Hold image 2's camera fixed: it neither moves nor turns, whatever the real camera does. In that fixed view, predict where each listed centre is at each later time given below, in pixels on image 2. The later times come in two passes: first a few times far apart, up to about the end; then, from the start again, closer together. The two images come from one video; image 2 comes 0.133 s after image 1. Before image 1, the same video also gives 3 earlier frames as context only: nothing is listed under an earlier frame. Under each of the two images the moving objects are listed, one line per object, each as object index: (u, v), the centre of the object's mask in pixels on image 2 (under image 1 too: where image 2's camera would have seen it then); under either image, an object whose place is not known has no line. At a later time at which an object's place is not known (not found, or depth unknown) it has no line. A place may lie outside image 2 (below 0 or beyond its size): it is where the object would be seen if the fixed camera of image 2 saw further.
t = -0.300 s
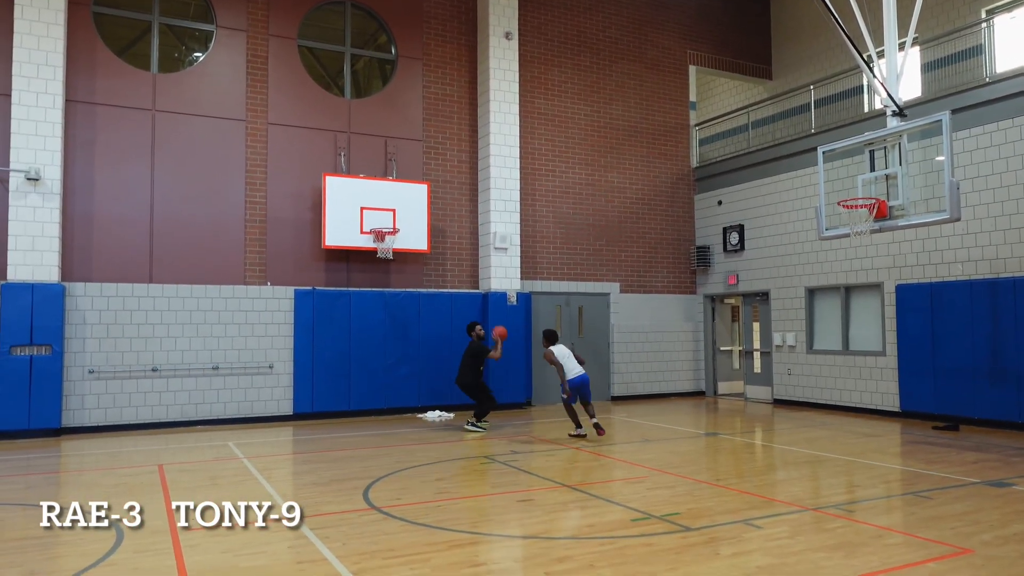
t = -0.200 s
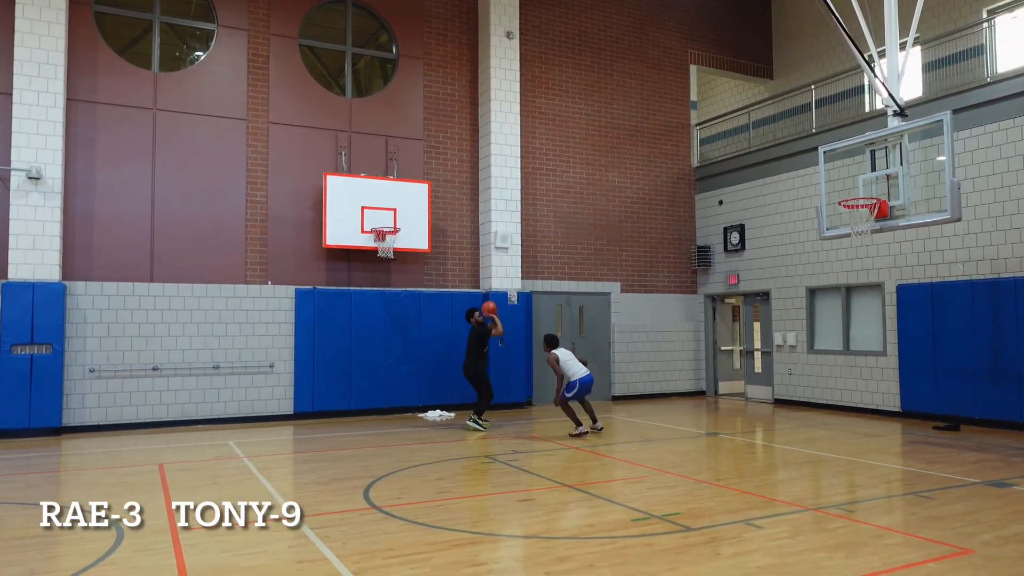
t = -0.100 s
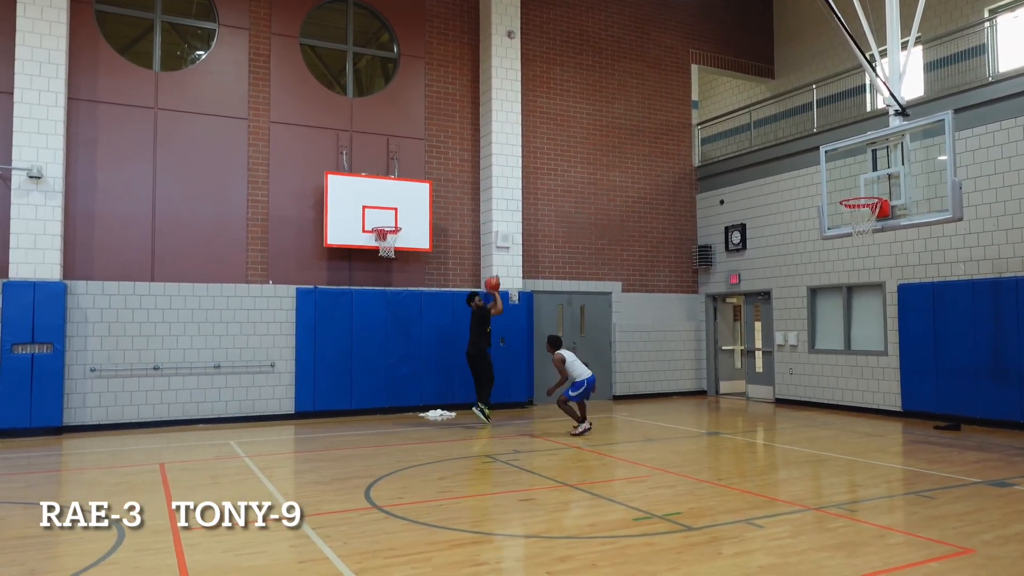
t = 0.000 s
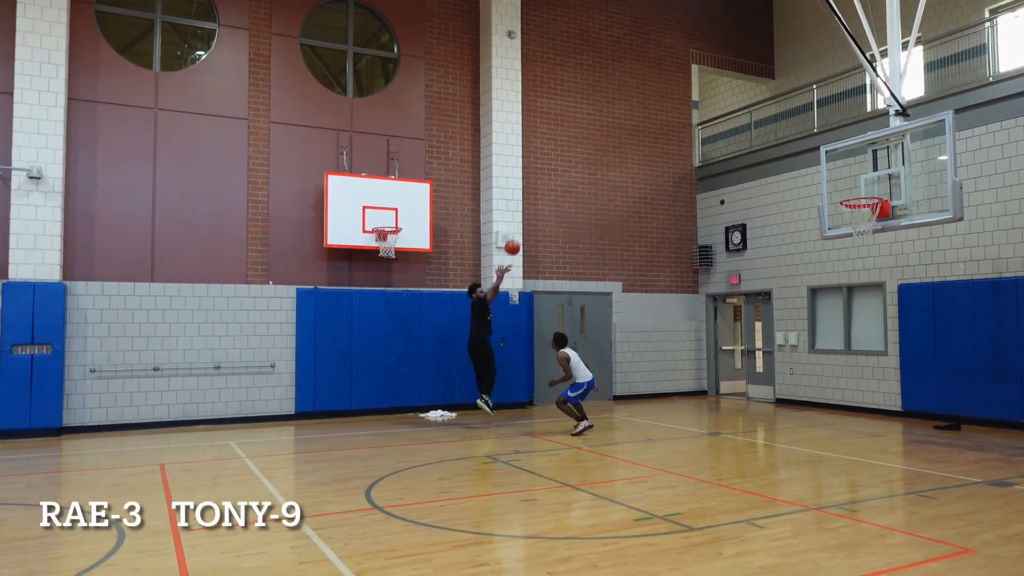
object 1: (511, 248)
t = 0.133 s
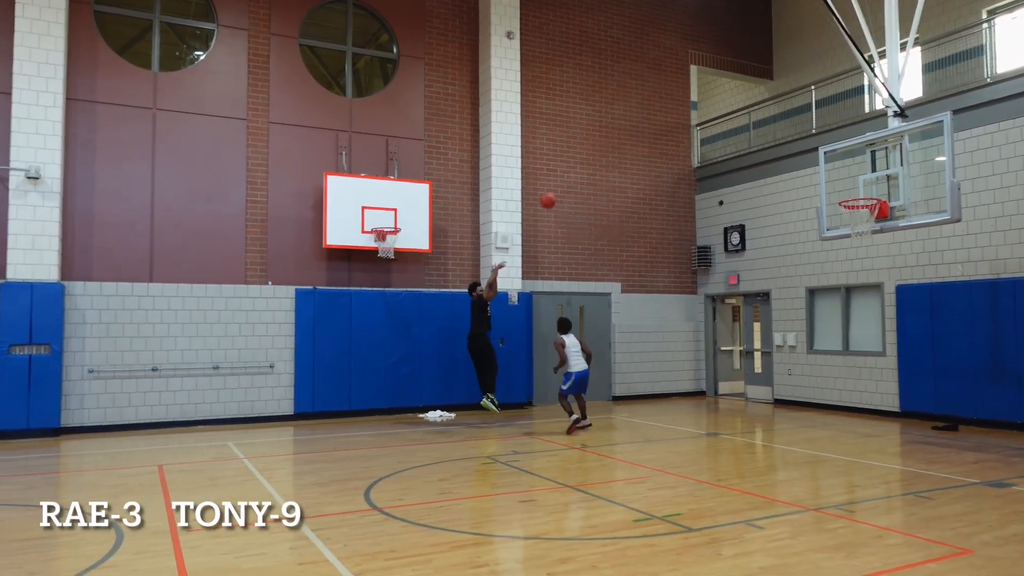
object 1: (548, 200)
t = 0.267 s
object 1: (585, 162)
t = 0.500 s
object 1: (656, 122)
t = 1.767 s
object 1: (865, 237)
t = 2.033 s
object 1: (837, 296)
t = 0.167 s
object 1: (557, 190)
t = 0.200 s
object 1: (566, 181)
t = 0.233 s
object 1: (576, 171)
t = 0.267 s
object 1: (585, 162)
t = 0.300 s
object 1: (595, 155)
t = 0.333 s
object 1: (605, 147)
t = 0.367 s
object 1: (616, 141)
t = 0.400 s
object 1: (626, 135)
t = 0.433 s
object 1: (636, 130)
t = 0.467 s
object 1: (646, 125)
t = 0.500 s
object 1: (656, 122)
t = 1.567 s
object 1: (878, 217)
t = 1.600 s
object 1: (878, 221)
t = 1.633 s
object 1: (877, 224)
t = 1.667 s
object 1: (875, 227)
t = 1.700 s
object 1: (872, 230)
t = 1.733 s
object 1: (869, 233)
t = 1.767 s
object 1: (865, 237)
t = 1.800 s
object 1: (861, 241)
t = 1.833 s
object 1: (857, 247)
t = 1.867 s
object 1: (853, 253)
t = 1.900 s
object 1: (850, 260)
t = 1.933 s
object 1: (846, 268)
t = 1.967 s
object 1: (843, 277)
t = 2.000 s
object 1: (840, 286)
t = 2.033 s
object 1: (837, 296)
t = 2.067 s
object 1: (834, 307)
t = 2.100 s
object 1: (830, 319)
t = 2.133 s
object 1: (828, 331)
